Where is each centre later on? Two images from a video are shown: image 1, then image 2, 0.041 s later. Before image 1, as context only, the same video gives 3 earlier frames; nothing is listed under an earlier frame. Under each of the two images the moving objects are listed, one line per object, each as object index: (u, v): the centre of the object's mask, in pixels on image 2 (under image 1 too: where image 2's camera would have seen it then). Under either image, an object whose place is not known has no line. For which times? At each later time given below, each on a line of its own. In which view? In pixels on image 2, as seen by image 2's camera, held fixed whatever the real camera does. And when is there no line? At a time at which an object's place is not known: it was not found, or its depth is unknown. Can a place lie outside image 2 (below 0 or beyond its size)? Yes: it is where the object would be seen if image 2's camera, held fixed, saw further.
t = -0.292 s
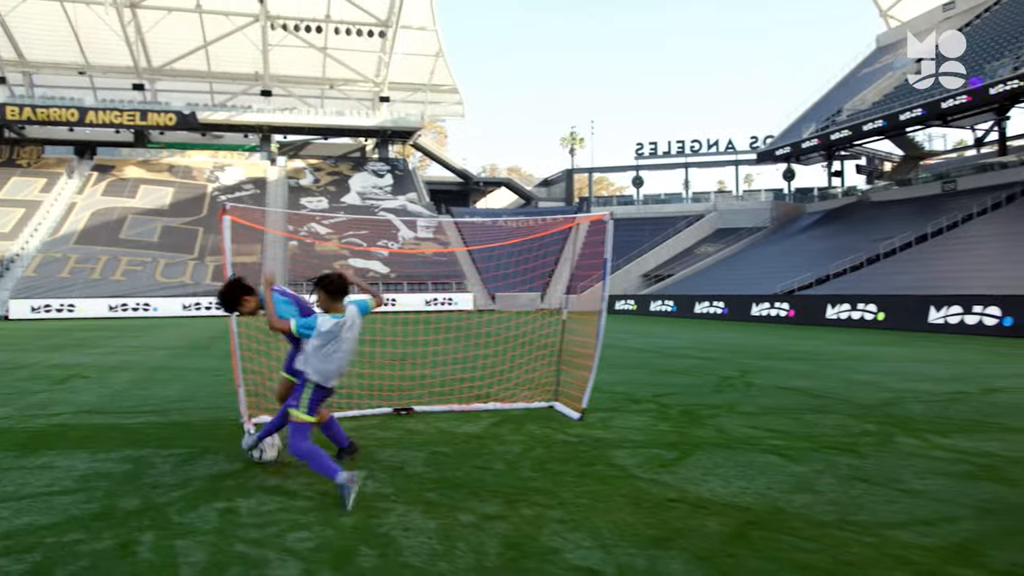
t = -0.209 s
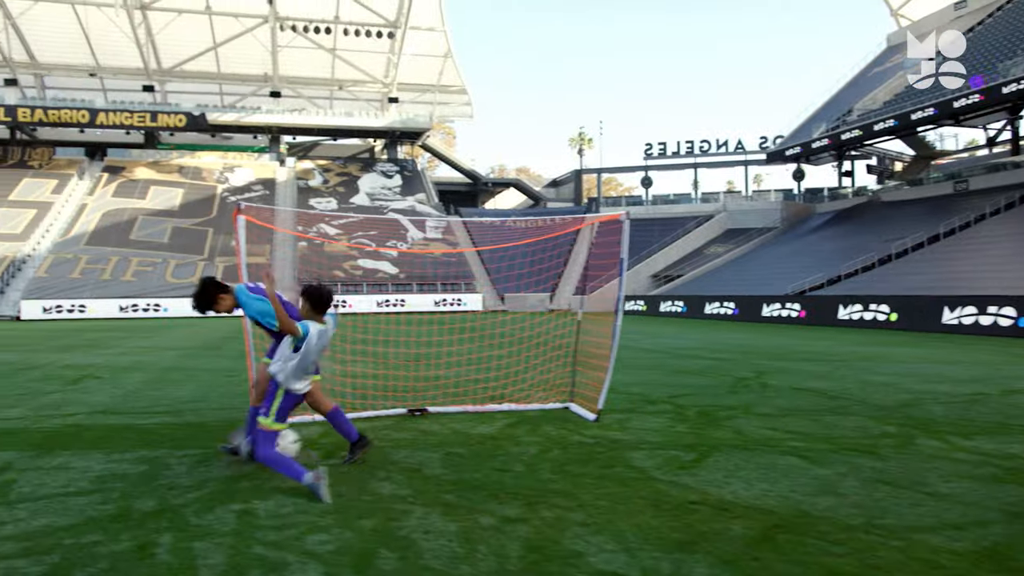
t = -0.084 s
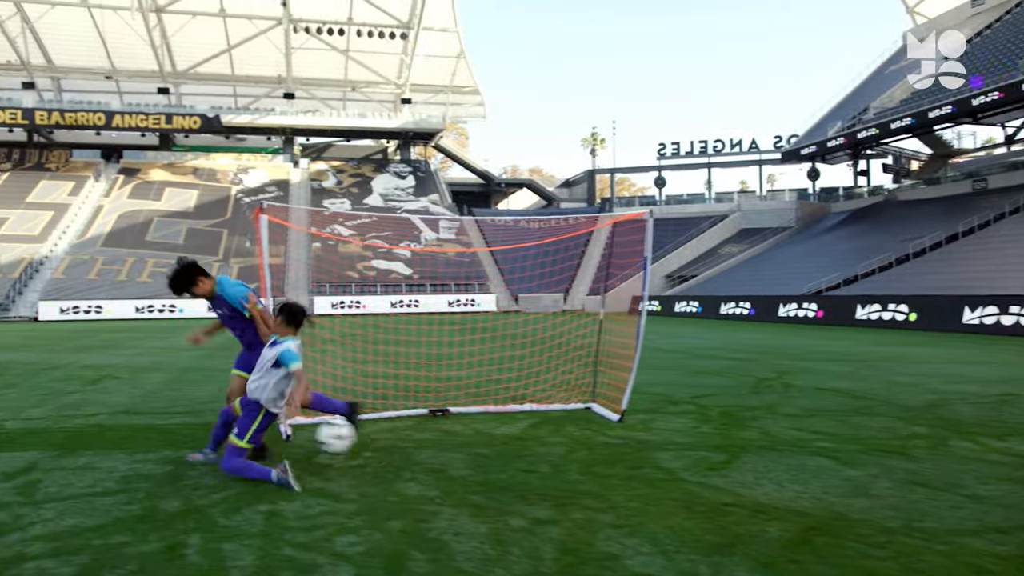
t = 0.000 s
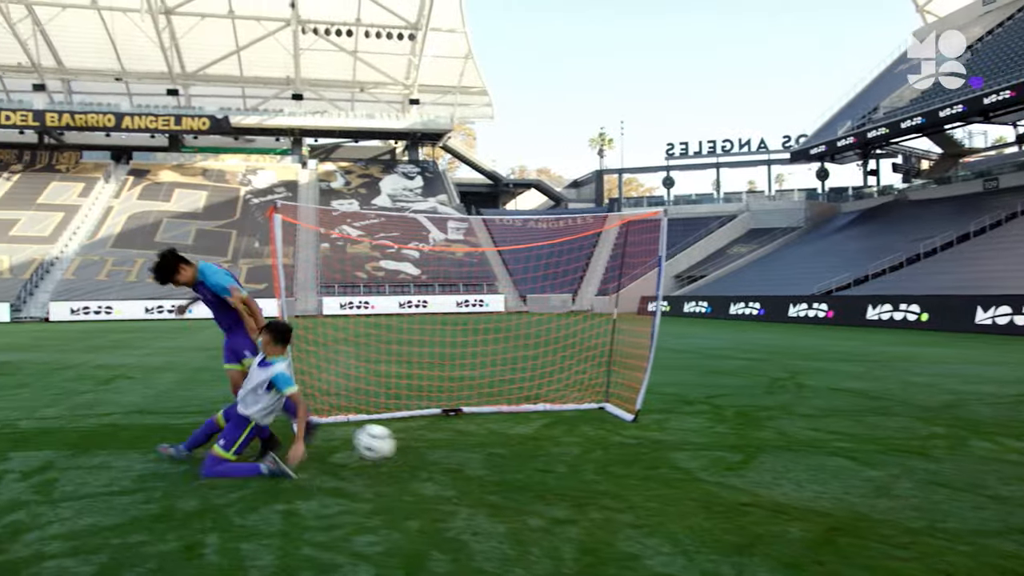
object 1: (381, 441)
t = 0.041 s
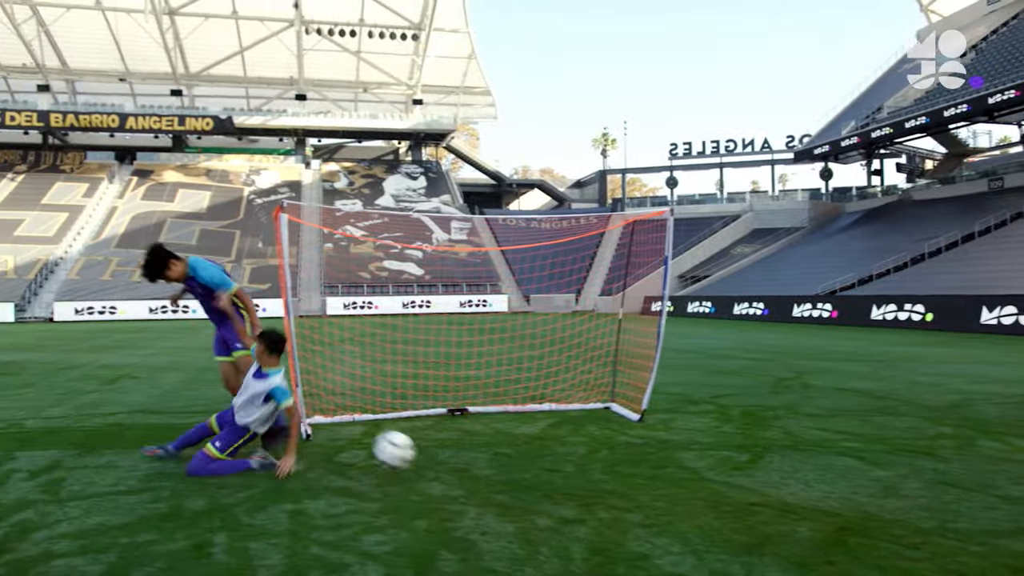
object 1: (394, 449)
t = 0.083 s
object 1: (407, 462)
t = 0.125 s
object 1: (421, 478)
